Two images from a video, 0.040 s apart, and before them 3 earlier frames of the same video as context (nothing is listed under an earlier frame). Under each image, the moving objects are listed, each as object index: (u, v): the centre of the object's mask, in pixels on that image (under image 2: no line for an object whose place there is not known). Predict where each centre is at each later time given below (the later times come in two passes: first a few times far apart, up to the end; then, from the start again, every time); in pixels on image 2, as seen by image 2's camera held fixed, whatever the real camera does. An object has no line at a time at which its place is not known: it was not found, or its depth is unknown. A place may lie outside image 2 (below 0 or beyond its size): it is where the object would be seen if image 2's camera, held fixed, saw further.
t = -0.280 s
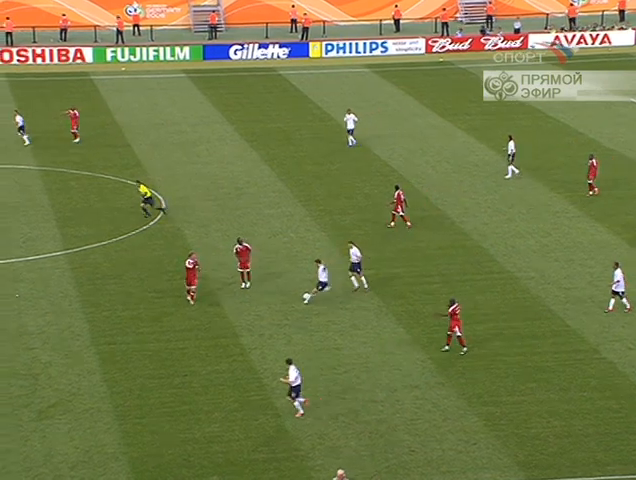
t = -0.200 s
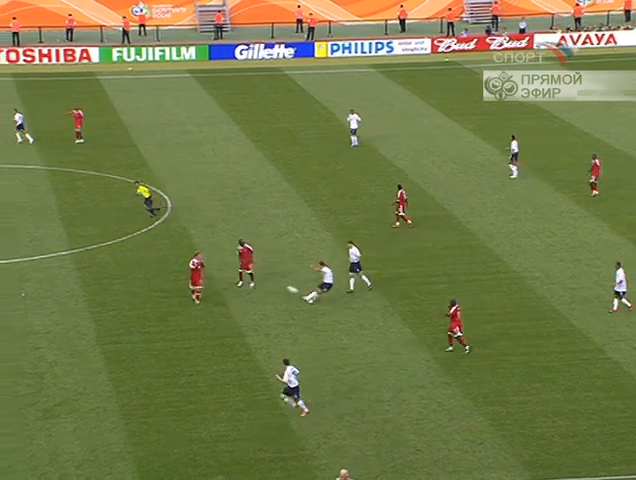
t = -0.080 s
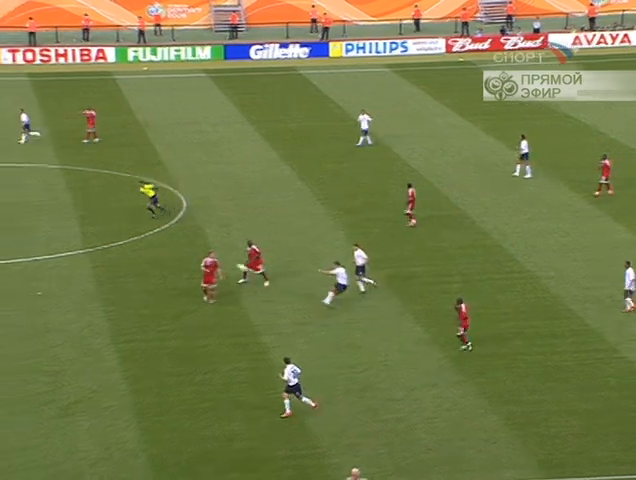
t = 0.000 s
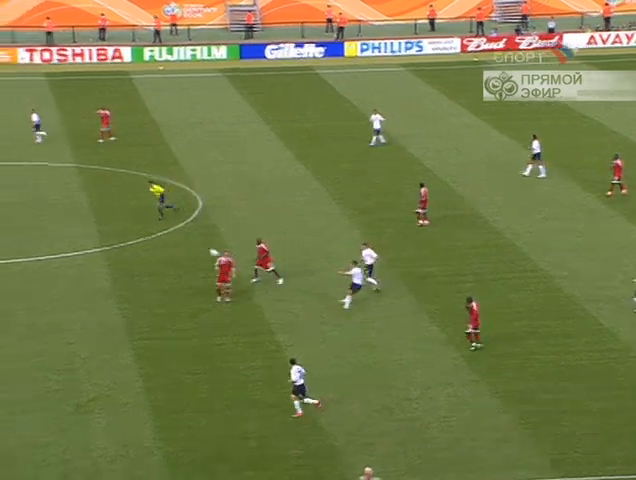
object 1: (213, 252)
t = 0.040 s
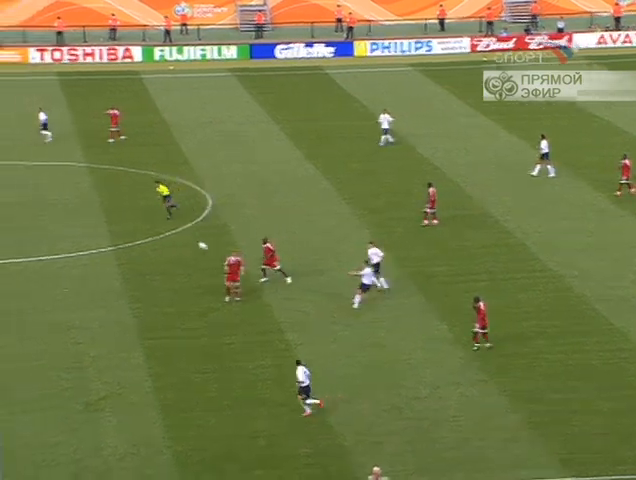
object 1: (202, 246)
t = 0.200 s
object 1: (117, 223)
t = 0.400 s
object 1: (10, 201)
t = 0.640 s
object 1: (-122, 185)
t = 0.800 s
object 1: (-211, 181)
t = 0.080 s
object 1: (181, 239)
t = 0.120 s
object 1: (160, 234)
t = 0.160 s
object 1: (138, 228)
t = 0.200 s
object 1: (117, 223)
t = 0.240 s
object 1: (95, 218)
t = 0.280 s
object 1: (75, 213)
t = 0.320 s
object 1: (54, 209)
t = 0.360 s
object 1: (32, 205)
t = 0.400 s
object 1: (10, 201)
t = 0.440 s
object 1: (-12, 198)
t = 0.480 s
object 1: (-34, 195)
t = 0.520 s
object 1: (-55, 192)
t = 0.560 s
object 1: (-77, 189)
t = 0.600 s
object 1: (-99, 187)
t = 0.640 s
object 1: (-122, 185)
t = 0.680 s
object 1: (-144, 184)
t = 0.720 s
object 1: (-166, 182)
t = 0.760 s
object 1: (-188, 181)
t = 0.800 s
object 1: (-211, 181)
